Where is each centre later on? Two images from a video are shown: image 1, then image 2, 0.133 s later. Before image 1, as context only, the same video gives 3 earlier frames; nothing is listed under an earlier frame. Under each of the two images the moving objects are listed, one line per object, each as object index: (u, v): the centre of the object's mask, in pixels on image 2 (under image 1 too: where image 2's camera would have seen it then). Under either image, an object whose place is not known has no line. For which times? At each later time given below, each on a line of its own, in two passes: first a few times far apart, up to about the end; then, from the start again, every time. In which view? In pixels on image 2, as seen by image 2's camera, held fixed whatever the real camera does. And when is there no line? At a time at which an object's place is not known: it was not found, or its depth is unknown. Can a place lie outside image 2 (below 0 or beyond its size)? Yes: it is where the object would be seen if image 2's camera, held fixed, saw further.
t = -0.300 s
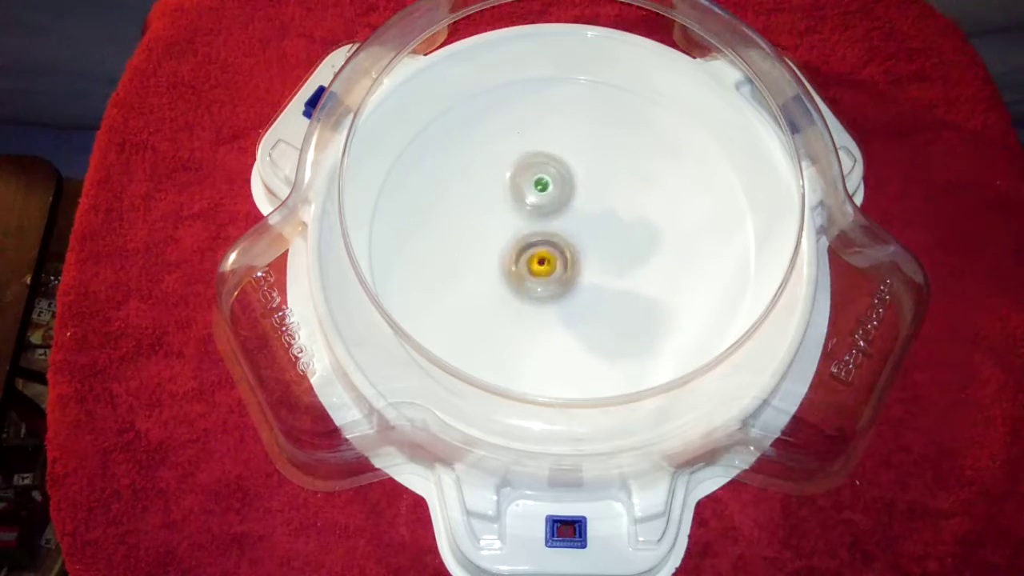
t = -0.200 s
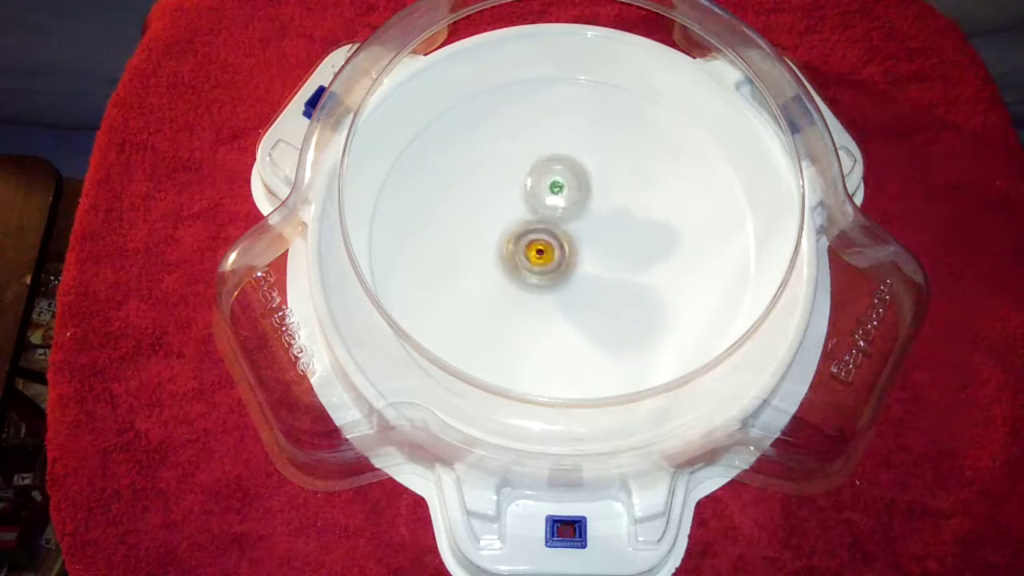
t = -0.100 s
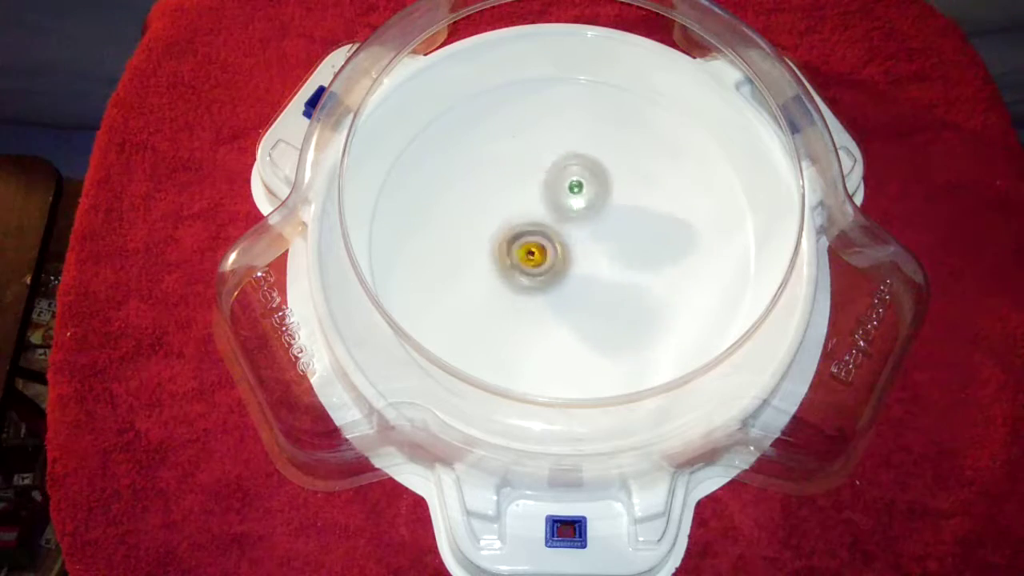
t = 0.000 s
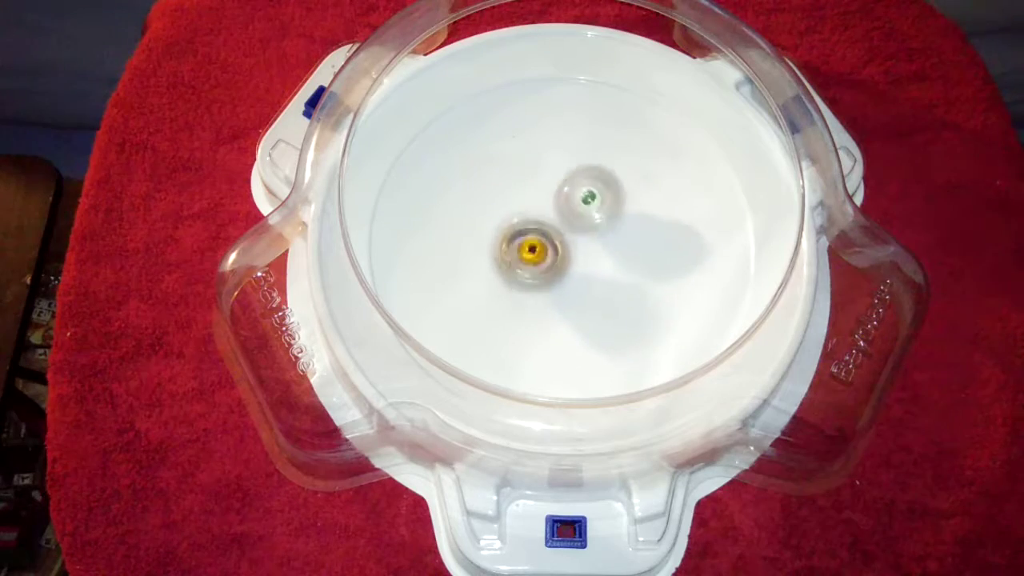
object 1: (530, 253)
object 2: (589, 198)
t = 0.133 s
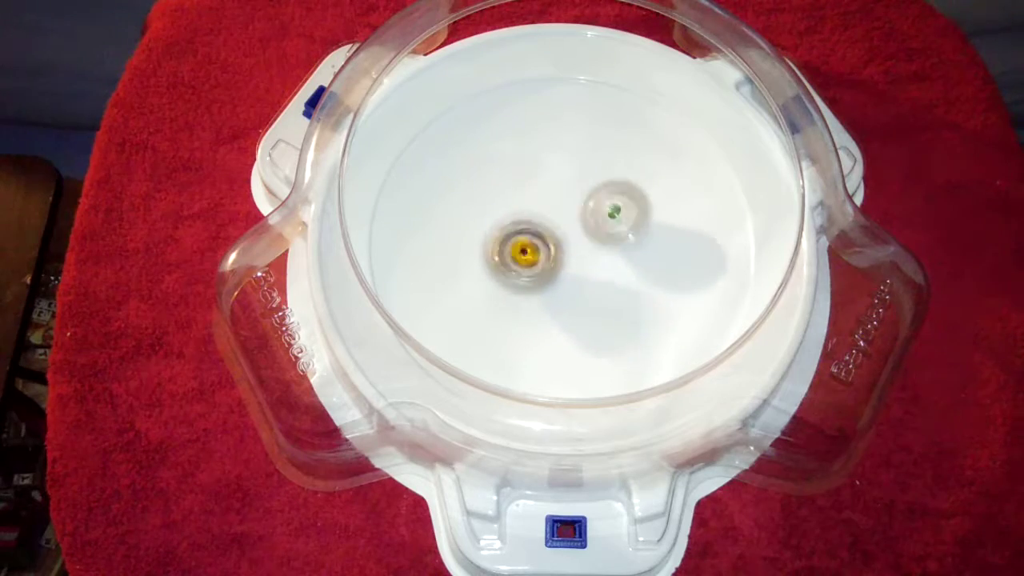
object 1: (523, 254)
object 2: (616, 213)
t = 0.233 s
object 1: (522, 251)
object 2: (619, 227)
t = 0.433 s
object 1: (516, 238)
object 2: (631, 261)
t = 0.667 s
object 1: (492, 193)
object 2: (636, 275)
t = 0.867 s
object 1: (544, 194)
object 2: (583, 256)
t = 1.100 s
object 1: (578, 150)
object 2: (564, 307)
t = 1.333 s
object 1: (600, 198)
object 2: (572, 270)
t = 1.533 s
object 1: (600, 201)
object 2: (566, 280)
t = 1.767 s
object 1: (579, 203)
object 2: (568, 282)
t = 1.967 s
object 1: (566, 188)
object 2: (572, 282)
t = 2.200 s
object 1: (562, 191)
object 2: (579, 270)
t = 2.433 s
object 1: (558, 188)
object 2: (584, 280)
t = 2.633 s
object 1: (557, 204)
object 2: (584, 277)
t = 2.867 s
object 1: (549, 202)
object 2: (588, 281)
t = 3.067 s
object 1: (544, 210)
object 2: (598, 276)
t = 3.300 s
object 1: (537, 209)
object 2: (611, 281)
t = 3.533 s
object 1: (540, 199)
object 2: (610, 280)
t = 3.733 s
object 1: (539, 209)
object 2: (618, 282)
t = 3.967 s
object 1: (536, 225)
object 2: (620, 272)
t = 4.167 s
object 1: (543, 239)
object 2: (633, 259)
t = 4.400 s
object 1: (539, 236)
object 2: (631, 246)
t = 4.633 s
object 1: (537, 249)
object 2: (640, 232)
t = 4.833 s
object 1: (534, 259)
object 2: (628, 224)
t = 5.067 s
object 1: (538, 275)
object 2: (602, 212)
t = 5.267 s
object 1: (538, 271)
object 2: (590, 202)
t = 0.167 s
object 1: (522, 253)
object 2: (619, 218)
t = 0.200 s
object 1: (522, 252)
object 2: (619, 222)
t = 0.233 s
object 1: (522, 251)
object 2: (619, 227)
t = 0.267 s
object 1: (523, 249)
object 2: (618, 233)
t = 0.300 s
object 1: (524, 249)
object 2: (615, 237)
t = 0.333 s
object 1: (528, 246)
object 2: (612, 243)
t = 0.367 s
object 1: (531, 244)
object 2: (609, 249)
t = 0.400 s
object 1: (526, 243)
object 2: (616, 255)
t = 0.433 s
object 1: (516, 238)
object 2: (631, 261)
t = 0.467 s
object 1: (508, 234)
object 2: (644, 267)
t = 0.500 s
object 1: (500, 227)
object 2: (650, 272)
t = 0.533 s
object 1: (494, 221)
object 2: (653, 275)
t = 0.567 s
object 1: (489, 213)
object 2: (652, 276)
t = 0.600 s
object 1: (488, 206)
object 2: (649, 276)
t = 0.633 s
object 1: (487, 198)
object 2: (642, 276)
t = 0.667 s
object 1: (492, 193)
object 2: (636, 275)
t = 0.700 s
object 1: (496, 188)
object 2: (629, 273)
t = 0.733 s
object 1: (505, 185)
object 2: (620, 270)
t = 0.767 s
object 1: (514, 184)
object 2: (612, 267)
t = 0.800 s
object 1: (526, 187)
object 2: (603, 264)
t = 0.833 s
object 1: (535, 189)
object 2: (593, 259)
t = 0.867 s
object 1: (544, 194)
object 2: (583, 256)
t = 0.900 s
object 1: (546, 188)
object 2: (579, 266)
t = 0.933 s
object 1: (550, 178)
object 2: (576, 282)
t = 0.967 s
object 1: (553, 171)
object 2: (572, 296)
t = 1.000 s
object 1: (558, 164)
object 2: (571, 304)
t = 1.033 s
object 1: (564, 157)
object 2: (566, 308)
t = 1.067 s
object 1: (570, 154)
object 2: (564, 308)
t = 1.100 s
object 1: (578, 150)
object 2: (564, 307)
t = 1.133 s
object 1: (585, 152)
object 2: (565, 303)
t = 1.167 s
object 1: (591, 154)
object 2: (565, 299)
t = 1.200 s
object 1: (596, 162)
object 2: (566, 294)
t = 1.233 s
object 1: (600, 169)
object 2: (567, 288)
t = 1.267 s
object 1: (602, 179)
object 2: (569, 283)
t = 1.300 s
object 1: (602, 188)
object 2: (570, 276)
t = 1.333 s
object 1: (600, 198)
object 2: (572, 270)
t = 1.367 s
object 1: (599, 196)
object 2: (569, 276)
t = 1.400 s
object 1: (600, 196)
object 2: (566, 279)
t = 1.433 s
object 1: (601, 197)
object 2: (564, 282)
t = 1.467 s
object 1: (601, 197)
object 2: (564, 281)
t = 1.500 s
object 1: (601, 199)
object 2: (565, 280)
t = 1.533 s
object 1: (600, 201)
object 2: (566, 280)
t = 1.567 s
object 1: (597, 205)
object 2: (567, 279)
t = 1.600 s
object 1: (594, 206)
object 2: (567, 279)
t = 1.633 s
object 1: (591, 207)
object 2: (567, 282)
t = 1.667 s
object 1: (587, 207)
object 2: (567, 279)
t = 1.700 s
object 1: (585, 204)
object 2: (566, 283)
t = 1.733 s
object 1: (582, 204)
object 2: (567, 282)
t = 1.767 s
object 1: (579, 203)
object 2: (568, 282)
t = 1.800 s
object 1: (576, 202)
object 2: (569, 280)
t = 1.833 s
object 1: (572, 200)
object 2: (570, 281)
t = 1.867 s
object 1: (569, 196)
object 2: (570, 285)
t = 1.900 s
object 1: (568, 194)
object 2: (570, 285)
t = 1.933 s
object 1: (567, 191)
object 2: (570, 284)
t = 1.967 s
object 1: (566, 188)
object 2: (572, 282)
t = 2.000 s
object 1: (566, 188)
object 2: (573, 280)
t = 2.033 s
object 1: (565, 187)
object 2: (573, 279)
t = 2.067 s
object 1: (564, 187)
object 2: (574, 276)
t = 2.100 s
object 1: (564, 188)
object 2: (575, 273)
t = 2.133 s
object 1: (564, 190)
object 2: (578, 269)
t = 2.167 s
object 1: (563, 190)
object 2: (579, 270)
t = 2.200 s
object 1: (562, 191)
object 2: (579, 270)
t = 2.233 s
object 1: (563, 191)
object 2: (579, 268)
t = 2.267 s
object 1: (563, 192)
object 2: (581, 268)
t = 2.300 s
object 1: (562, 193)
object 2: (581, 270)
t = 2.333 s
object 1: (560, 190)
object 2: (583, 276)
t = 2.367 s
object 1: (558, 189)
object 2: (582, 279)
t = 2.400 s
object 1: (560, 189)
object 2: (583, 279)
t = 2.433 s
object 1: (558, 188)
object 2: (584, 280)
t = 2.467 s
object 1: (558, 189)
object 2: (584, 281)
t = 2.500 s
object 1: (557, 190)
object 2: (584, 281)
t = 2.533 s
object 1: (557, 192)
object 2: (584, 280)
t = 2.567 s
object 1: (557, 196)
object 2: (584, 279)
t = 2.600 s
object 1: (557, 199)
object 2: (583, 278)
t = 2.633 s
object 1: (557, 204)
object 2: (584, 277)
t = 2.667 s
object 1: (555, 204)
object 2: (586, 281)
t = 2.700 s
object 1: (554, 203)
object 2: (588, 283)
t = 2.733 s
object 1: (552, 202)
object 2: (586, 284)
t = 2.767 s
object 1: (551, 201)
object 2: (586, 283)
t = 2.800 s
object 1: (550, 201)
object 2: (585, 283)
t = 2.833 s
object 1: (550, 201)
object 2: (587, 281)
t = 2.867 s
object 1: (549, 202)
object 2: (588, 281)
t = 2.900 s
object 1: (549, 204)
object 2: (590, 279)
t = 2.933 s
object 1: (549, 207)
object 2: (590, 278)
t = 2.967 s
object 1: (547, 209)
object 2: (593, 277)
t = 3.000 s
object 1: (546, 209)
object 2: (594, 278)
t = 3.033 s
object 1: (544, 209)
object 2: (596, 277)
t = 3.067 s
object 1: (544, 210)
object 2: (598, 276)
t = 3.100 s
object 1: (543, 210)
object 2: (599, 275)
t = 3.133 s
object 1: (544, 211)
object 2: (600, 275)
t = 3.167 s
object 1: (542, 213)
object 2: (599, 274)
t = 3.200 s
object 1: (544, 214)
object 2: (598, 274)
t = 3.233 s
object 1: (544, 216)
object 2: (598, 272)
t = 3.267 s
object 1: (542, 215)
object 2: (603, 275)
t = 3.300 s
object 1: (537, 209)
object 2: (611, 281)
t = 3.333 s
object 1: (534, 205)
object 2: (615, 283)
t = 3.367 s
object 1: (534, 202)
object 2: (616, 286)
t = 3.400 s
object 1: (533, 200)
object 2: (614, 286)
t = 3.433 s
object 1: (535, 198)
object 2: (615, 285)
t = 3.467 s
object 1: (536, 198)
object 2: (613, 283)
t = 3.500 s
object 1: (539, 198)
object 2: (612, 282)
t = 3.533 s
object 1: (540, 199)
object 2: (610, 280)
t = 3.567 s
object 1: (545, 201)
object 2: (607, 278)
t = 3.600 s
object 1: (548, 203)
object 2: (605, 275)
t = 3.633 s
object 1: (551, 208)
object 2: (602, 271)
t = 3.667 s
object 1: (546, 208)
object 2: (609, 277)
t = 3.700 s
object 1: (540, 207)
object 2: (615, 279)
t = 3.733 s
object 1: (539, 209)
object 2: (618, 282)
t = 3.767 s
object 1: (540, 208)
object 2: (617, 283)
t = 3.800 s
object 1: (540, 205)
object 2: (619, 279)
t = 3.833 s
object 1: (537, 206)
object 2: (618, 279)
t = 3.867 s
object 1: (534, 208)
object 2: (618, 276)
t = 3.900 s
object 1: (533, 215)
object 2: (619, 275)
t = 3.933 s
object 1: (534, 220)
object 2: (620, 273)
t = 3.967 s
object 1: (536, 225)
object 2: (620, 272)
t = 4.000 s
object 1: (536, 229)
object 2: (621, 270)
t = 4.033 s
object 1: (538, 229)
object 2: (620, 267)
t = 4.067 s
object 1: (540, 233)
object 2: (620, 261)
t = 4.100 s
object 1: (539, 235)
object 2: (625, 260)
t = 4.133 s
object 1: (539, 237)
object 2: (630, 259)
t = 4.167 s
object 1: (543, 239)
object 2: (633, 259)
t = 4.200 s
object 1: (548, 235)
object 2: (634, 254)
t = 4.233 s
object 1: (548, 234)
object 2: (635, 254)
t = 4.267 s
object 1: (547, 231)
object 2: (634, 252)
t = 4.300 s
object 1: (545, 230)
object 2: (635, 251)
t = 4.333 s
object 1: (542, 232)
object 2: (634, 251)
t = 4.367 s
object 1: (540, 233)
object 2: (632, 249)
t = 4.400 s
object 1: (539, 236)
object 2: (631, 246)
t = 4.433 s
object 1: (539, 240)
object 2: (630, 244)
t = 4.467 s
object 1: (544, 245)
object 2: (629, 243)
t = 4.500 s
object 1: (545, 245)
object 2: (632, 240)
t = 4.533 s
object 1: (542, 246)
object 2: (636, 235)
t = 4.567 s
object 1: (540, 247)
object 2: (639, 234)
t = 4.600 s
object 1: (538, 248)
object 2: (640, 232)
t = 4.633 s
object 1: (537, 249)
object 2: (640, 232)
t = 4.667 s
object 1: (535, 249)
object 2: (637, 231)
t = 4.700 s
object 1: (533, 250)
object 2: (636, 228)
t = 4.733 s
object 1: (534, 254)
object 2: (633, 228)
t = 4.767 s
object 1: (534, 255)
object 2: (631, 227)
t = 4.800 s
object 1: (533, 257)
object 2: (630, 226)
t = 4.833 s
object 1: (534, 259)
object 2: (628, 224)
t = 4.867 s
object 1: (535, 261)
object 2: (625, 223)
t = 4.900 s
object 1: (537, 264)
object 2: (622, 222)
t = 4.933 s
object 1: (536, 266)
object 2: (618, 220)
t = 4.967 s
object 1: (537, 268)
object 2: (614, 218)
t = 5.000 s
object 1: (538, 271)
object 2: (610, 217)
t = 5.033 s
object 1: (538, 273)
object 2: (605, 214)
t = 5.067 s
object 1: (538, 275)
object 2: (602, 212)
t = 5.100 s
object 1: (538, 277)
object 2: (597, 210)
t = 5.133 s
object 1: (538, 277)
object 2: (595, 208)
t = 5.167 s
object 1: (538, 276)
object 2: (594, 207)
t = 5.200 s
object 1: (538, 274)
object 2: (592, 204)
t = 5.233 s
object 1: (538, 273)
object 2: (592, 202)
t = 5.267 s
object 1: (538, 271)
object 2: (590, 202)
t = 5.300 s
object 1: (538, 268)
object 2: (590, 200)
